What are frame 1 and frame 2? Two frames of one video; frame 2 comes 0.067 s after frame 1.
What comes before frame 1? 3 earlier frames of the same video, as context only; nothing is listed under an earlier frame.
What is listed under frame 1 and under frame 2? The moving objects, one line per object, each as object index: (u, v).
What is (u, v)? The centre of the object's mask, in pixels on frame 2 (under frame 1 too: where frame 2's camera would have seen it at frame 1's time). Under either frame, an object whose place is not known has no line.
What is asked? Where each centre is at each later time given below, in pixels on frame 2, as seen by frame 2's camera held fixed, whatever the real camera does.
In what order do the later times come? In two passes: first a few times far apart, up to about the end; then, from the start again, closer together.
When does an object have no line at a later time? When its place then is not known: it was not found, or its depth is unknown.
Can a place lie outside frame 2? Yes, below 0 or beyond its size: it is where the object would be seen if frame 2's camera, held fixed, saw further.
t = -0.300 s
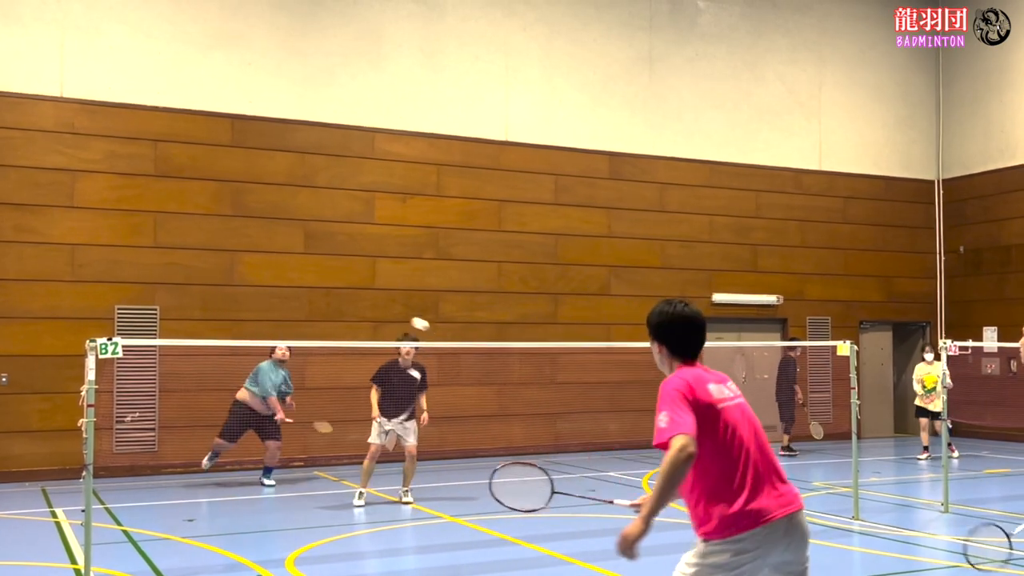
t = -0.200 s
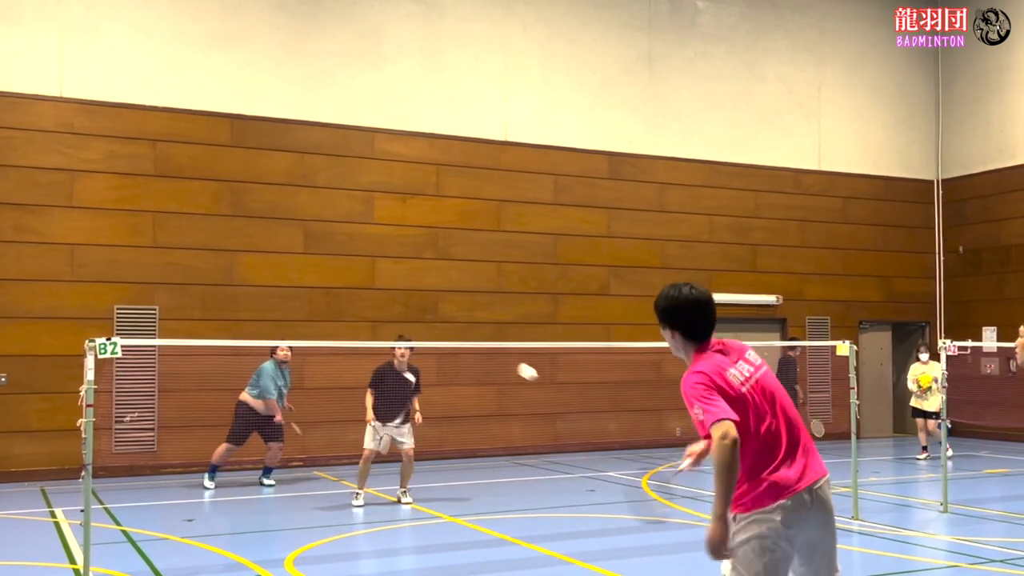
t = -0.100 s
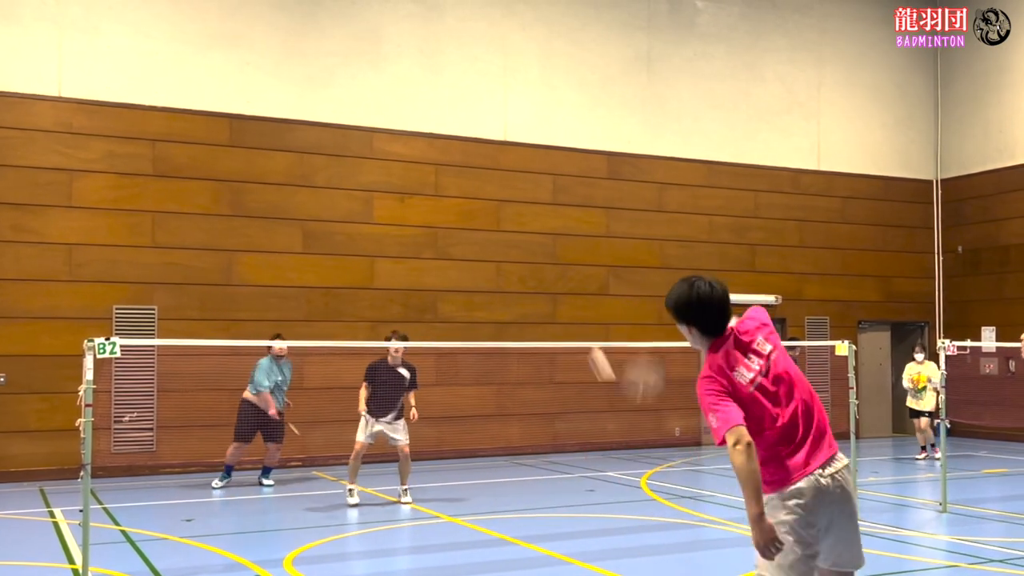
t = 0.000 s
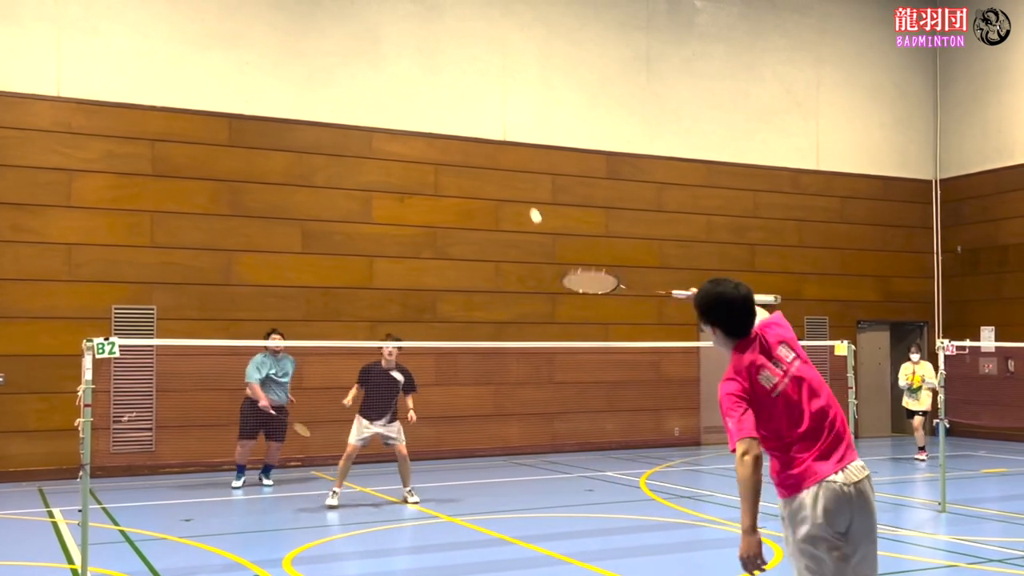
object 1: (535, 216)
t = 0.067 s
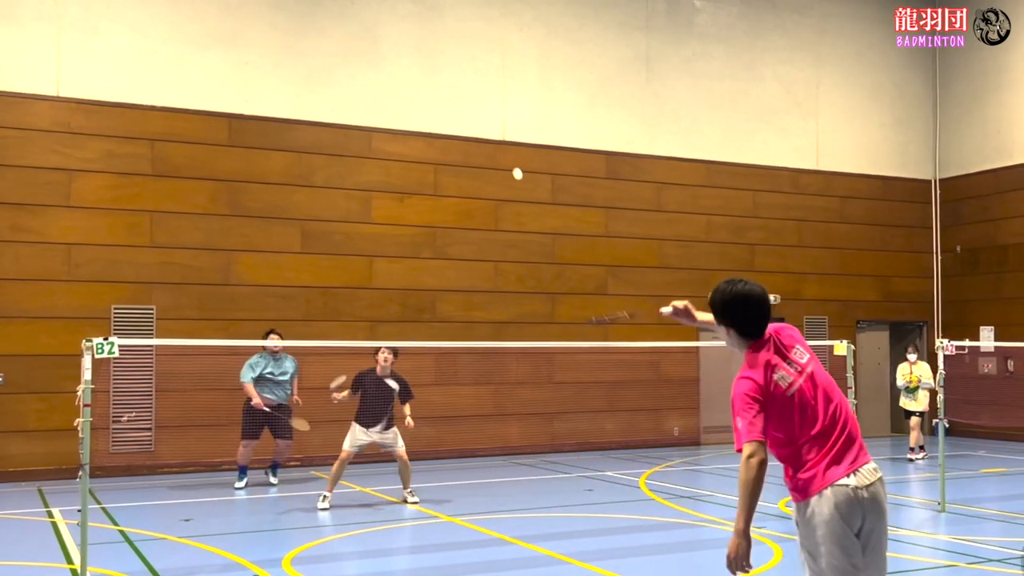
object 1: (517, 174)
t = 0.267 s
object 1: (491, 136)
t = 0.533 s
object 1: (479, 158)
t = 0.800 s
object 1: (474, 221)
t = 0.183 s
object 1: (499, 143)
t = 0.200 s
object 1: (498, 141)
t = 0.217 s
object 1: (496, 139)
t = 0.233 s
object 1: (494, 139)
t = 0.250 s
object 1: (493, 137)
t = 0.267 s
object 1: (491, 136)
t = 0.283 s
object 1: (490, 135)
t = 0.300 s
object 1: (490, 135)
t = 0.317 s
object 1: (489, 136)
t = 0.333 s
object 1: (488, 136)
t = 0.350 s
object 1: (486, 138)
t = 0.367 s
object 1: (486, 138)
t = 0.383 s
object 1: (485, 139)
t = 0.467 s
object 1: (481, 148)
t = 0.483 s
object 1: (480, 150)
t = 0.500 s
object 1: (480, 153)
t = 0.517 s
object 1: (479, 155)
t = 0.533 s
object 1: (479, 158)
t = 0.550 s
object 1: (478, 161)
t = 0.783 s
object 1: (474, 216)
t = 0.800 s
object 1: (474, 221)
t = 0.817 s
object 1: (473, 225)
